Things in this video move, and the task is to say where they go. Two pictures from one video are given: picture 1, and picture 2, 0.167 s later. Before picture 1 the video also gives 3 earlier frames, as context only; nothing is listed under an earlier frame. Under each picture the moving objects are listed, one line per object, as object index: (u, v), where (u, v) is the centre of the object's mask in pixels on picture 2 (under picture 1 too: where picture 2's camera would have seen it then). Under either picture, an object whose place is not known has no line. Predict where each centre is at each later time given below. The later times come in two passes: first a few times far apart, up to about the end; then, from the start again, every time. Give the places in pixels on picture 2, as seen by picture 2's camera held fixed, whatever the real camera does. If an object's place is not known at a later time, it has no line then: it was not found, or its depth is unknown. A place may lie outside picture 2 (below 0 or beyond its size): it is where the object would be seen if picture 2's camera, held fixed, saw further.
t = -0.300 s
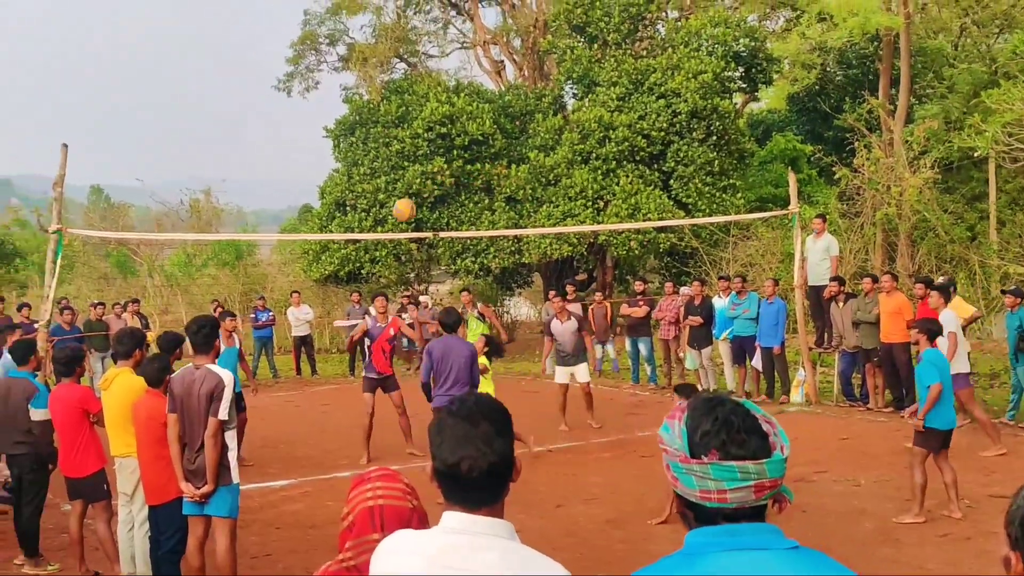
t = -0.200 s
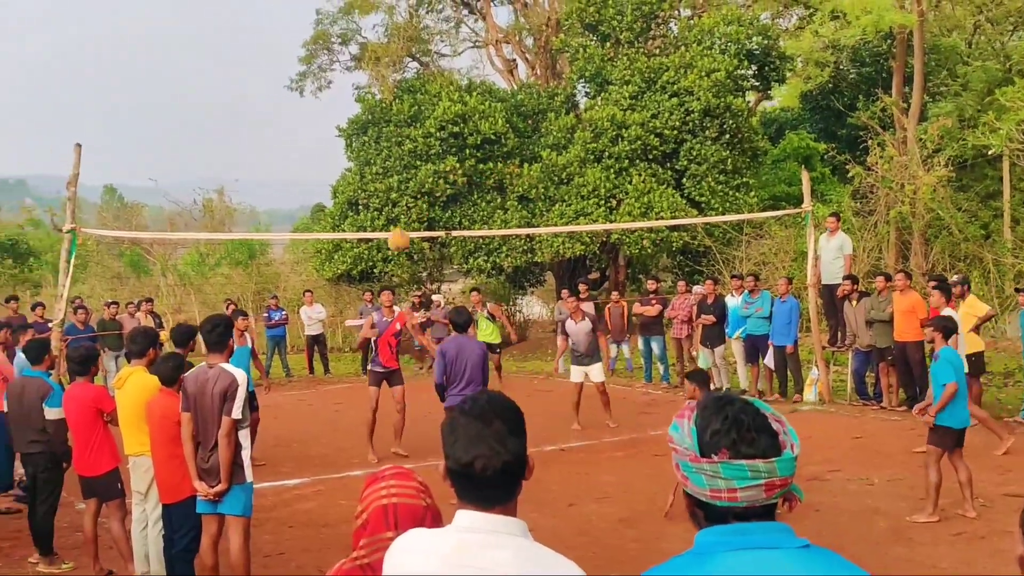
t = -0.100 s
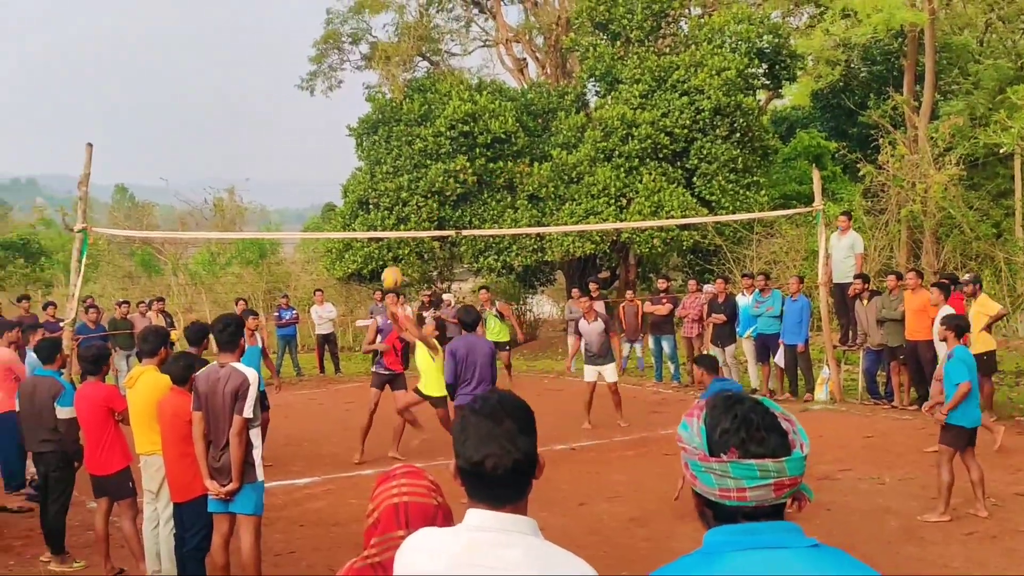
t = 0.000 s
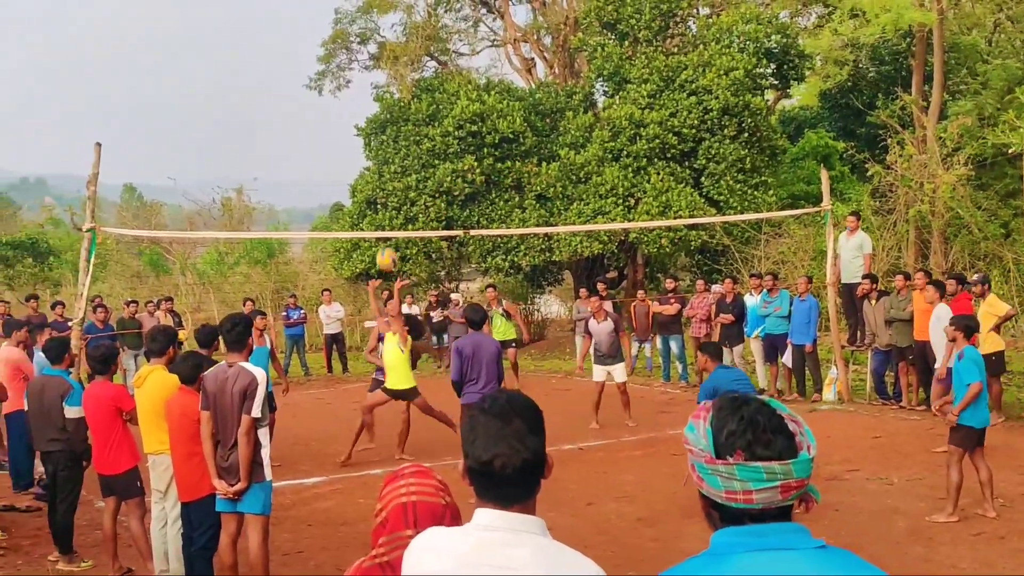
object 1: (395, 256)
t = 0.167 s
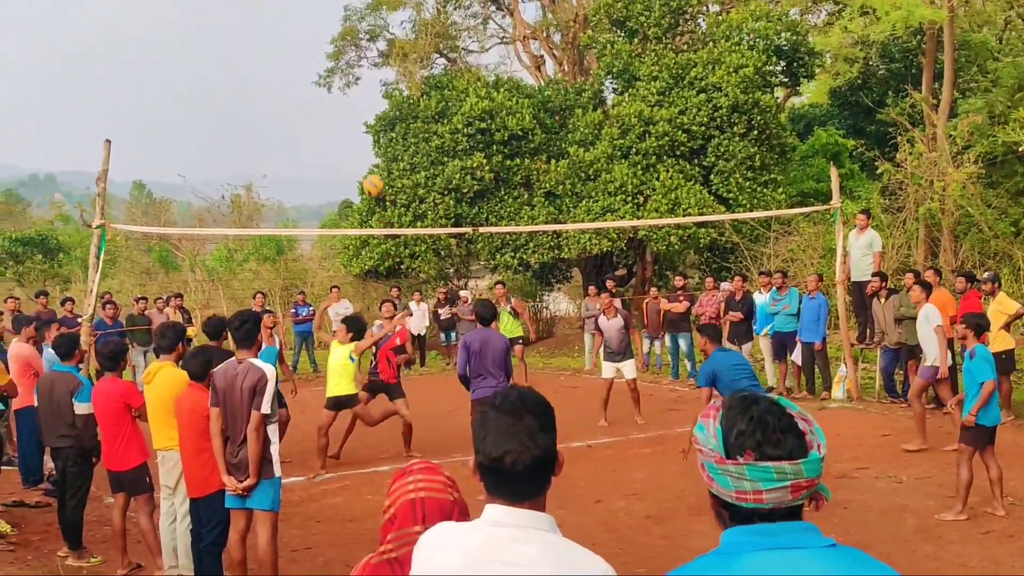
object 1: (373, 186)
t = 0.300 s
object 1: (357, 148)
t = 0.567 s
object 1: (328, 124)
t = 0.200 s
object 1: (369, 175)
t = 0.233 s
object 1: (365, 165)
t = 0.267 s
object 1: (361, 156)
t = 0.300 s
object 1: (357, 148)
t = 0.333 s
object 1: (353, 141)
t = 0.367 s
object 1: (349, 135)
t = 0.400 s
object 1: (346, 131)
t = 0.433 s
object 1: (342, 128)
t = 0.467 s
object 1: (339, 125)
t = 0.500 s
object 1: (335, 124)
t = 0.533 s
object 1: (331, 124)
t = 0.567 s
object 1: (328, 124)
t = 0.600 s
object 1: (324, 126)
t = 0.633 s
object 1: (321, 130)
